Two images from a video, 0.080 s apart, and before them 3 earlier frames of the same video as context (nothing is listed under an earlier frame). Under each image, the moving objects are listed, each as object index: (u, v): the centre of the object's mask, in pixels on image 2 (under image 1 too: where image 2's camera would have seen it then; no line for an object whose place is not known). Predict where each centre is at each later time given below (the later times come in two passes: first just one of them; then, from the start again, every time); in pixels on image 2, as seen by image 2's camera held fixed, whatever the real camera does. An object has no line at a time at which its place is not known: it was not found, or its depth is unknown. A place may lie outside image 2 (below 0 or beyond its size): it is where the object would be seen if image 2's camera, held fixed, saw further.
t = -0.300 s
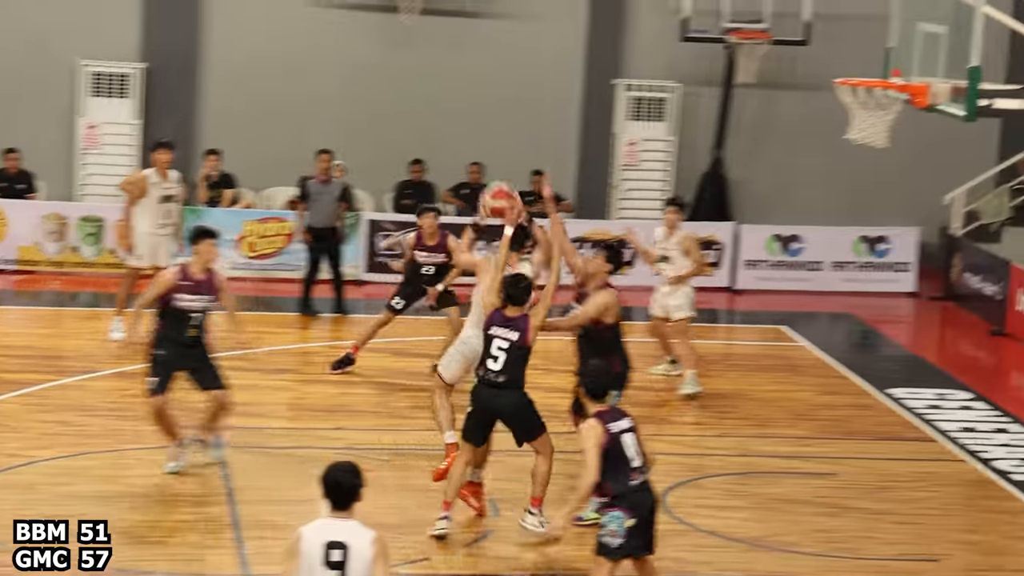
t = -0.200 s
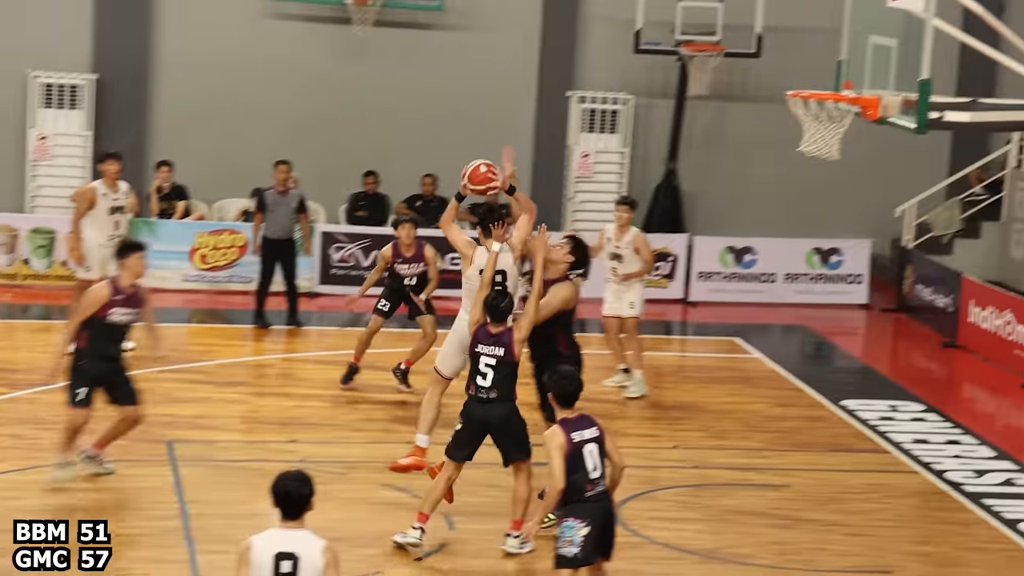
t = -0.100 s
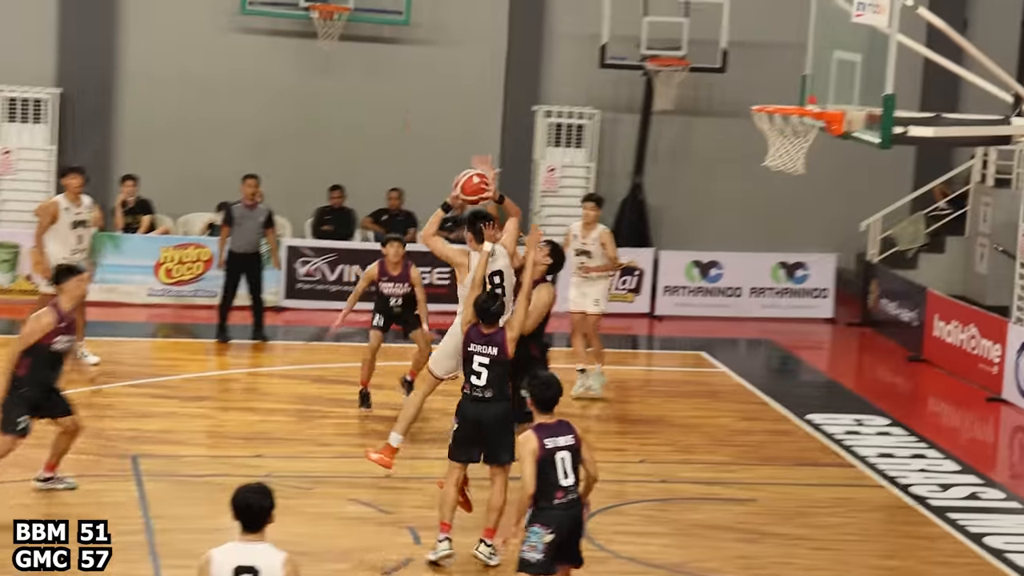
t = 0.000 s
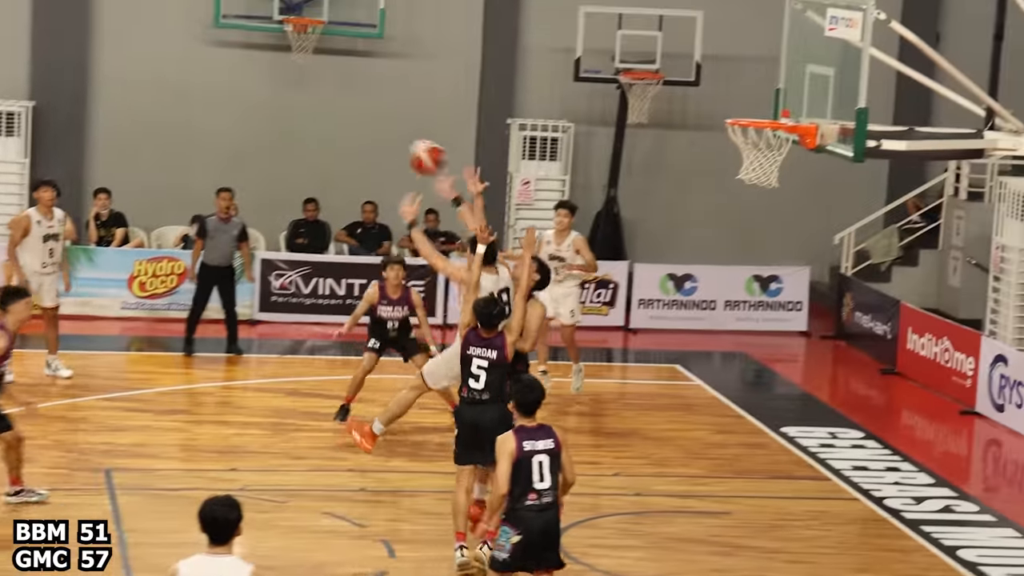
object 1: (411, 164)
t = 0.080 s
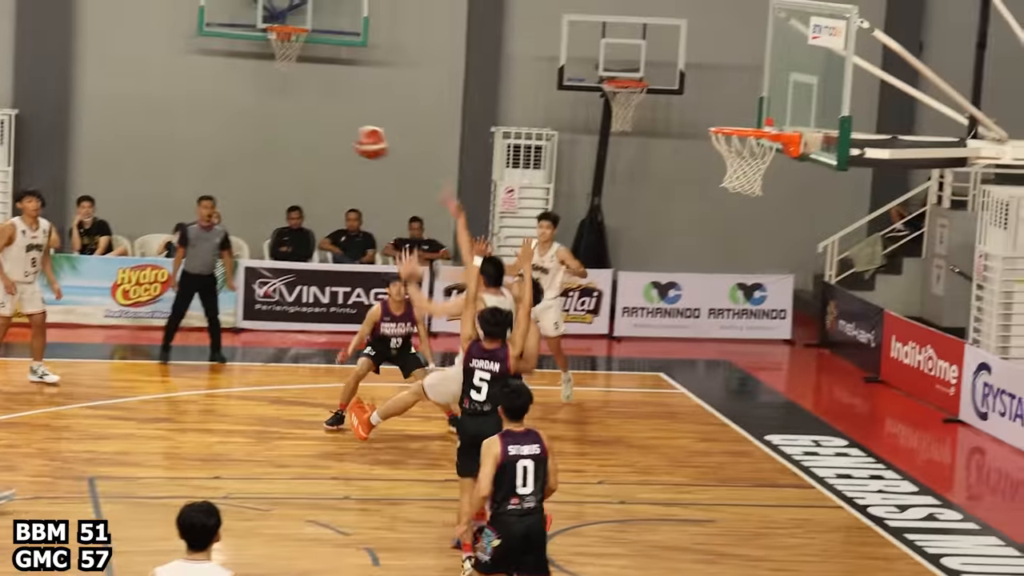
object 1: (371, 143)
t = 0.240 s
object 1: (303, 126)
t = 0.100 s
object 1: (362, 138)
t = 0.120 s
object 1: (354, 134)
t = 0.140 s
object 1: (345, 132)
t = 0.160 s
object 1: (336, 129)
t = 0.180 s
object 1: (328, 127)
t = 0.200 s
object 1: (319, 127)
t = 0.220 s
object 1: (311, 126)
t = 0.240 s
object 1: (303, 126)
